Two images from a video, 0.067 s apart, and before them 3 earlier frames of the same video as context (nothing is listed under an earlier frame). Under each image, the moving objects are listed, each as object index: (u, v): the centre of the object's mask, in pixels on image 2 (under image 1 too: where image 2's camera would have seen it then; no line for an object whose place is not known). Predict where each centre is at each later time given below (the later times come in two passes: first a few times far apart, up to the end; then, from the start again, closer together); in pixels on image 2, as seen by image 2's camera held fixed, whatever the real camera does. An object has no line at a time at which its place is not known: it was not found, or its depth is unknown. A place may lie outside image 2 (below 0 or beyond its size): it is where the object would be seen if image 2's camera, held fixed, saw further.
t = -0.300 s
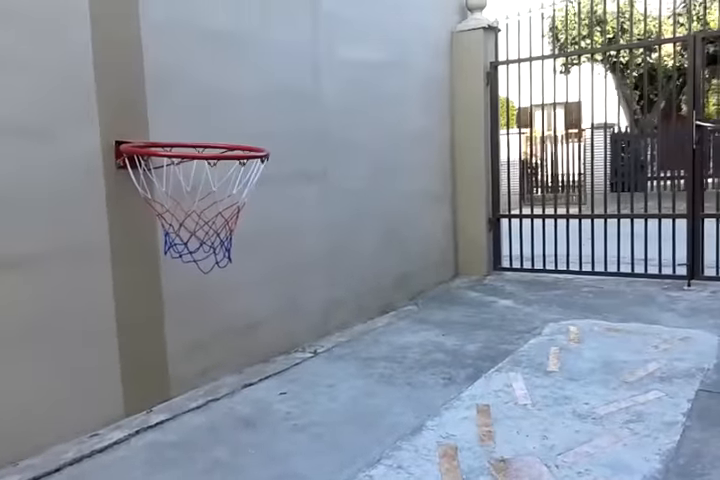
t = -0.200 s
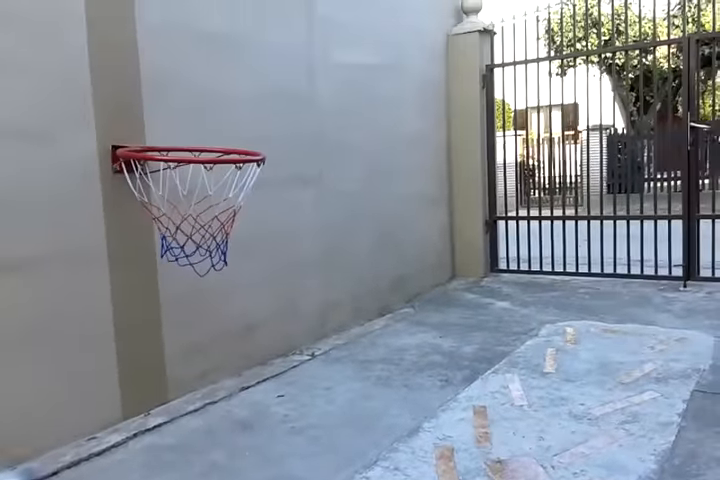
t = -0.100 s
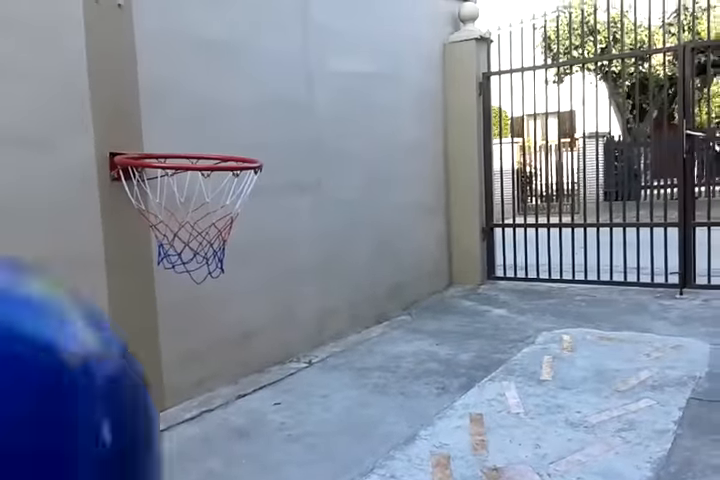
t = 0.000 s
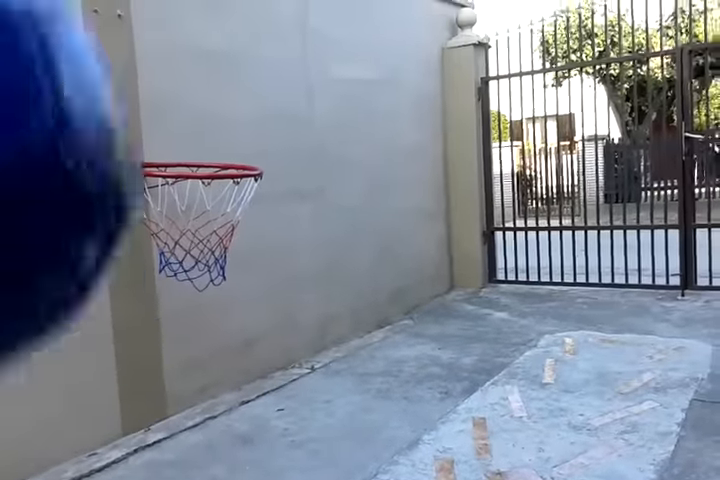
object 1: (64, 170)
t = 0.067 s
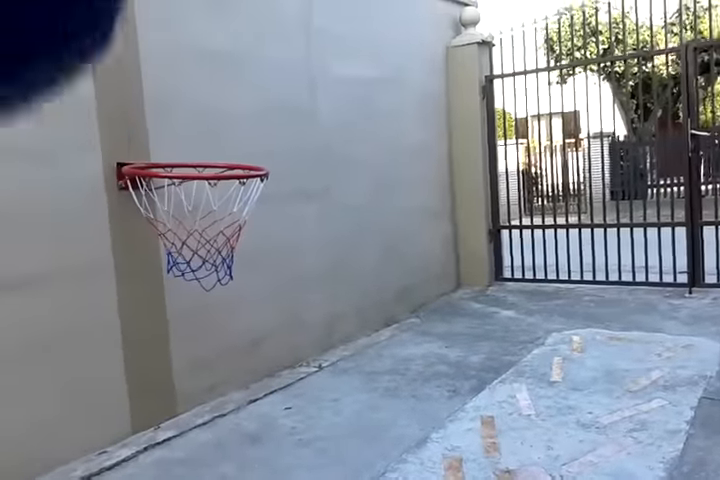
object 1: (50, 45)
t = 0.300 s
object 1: (137, -4)
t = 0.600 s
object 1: (191, 184)
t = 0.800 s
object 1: (217, 433)
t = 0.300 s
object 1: (137, -4)
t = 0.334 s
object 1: (147, 4)
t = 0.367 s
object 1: (155, 13)
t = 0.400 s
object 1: (157, 21)
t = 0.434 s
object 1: (163, 39)
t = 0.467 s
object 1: (170, 69)
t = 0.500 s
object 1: (178, 100)
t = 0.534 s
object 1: (185, 129)
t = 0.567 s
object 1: (189, 160)
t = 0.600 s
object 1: (191, 184)
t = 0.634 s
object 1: (193, 210)
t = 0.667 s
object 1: (198, 240)
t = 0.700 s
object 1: (202, 276)
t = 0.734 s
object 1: (206, 322)
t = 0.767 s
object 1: (211, 371)
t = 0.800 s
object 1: (217, 433)
